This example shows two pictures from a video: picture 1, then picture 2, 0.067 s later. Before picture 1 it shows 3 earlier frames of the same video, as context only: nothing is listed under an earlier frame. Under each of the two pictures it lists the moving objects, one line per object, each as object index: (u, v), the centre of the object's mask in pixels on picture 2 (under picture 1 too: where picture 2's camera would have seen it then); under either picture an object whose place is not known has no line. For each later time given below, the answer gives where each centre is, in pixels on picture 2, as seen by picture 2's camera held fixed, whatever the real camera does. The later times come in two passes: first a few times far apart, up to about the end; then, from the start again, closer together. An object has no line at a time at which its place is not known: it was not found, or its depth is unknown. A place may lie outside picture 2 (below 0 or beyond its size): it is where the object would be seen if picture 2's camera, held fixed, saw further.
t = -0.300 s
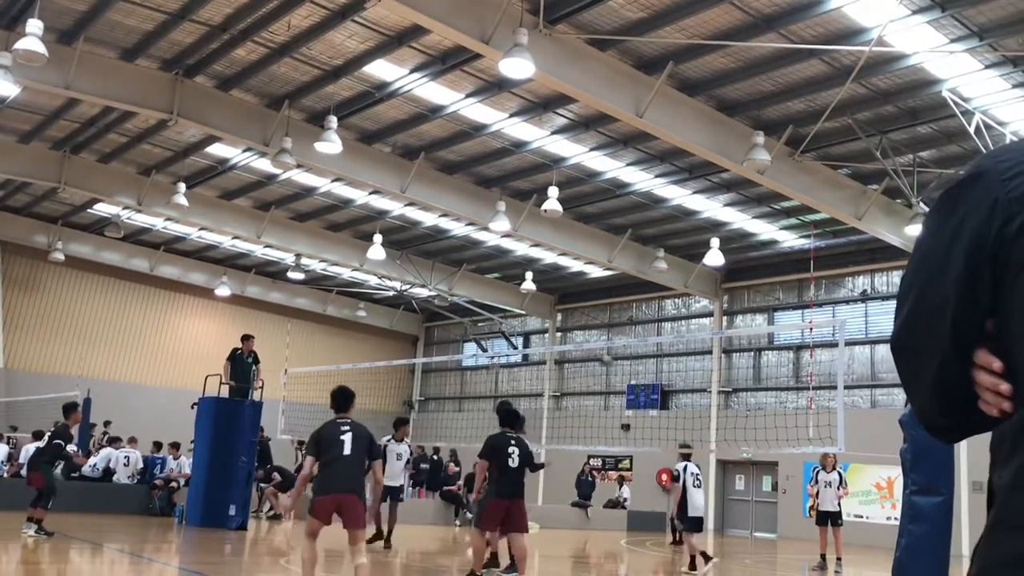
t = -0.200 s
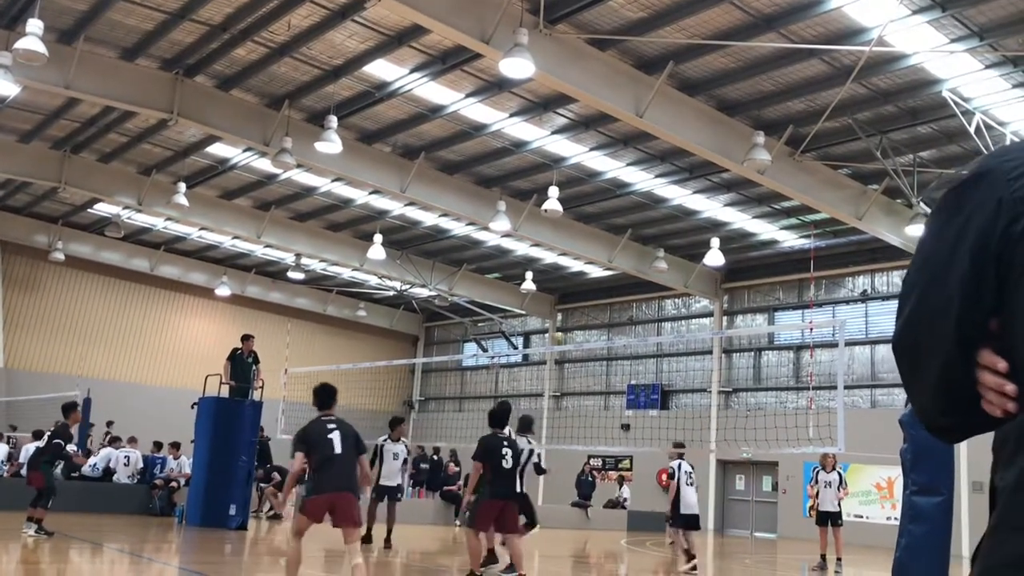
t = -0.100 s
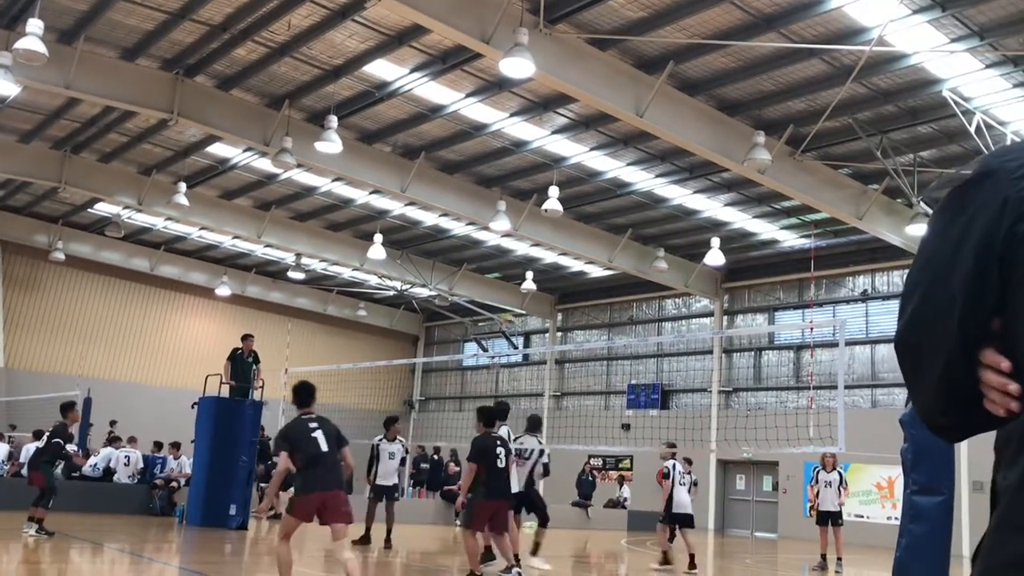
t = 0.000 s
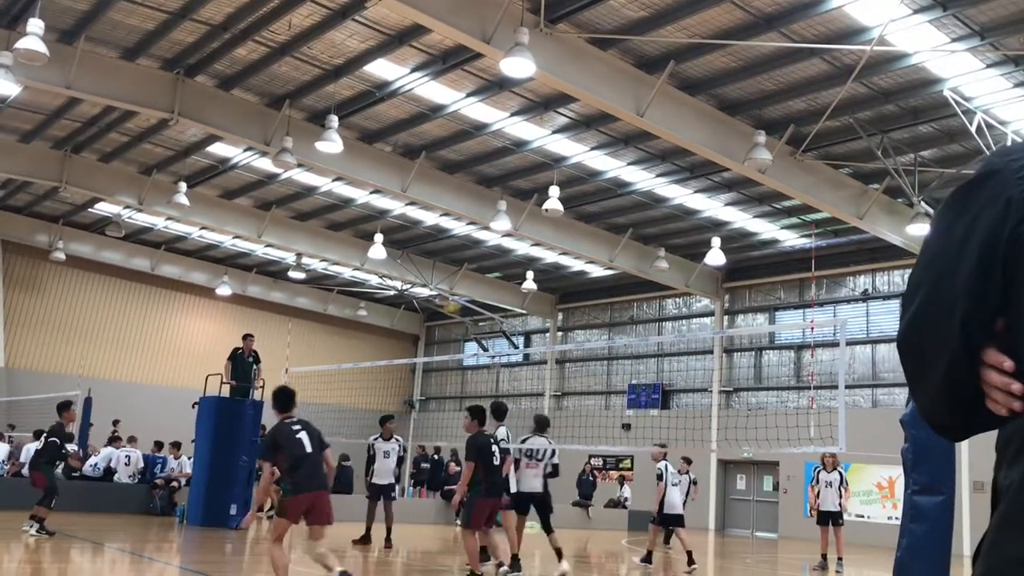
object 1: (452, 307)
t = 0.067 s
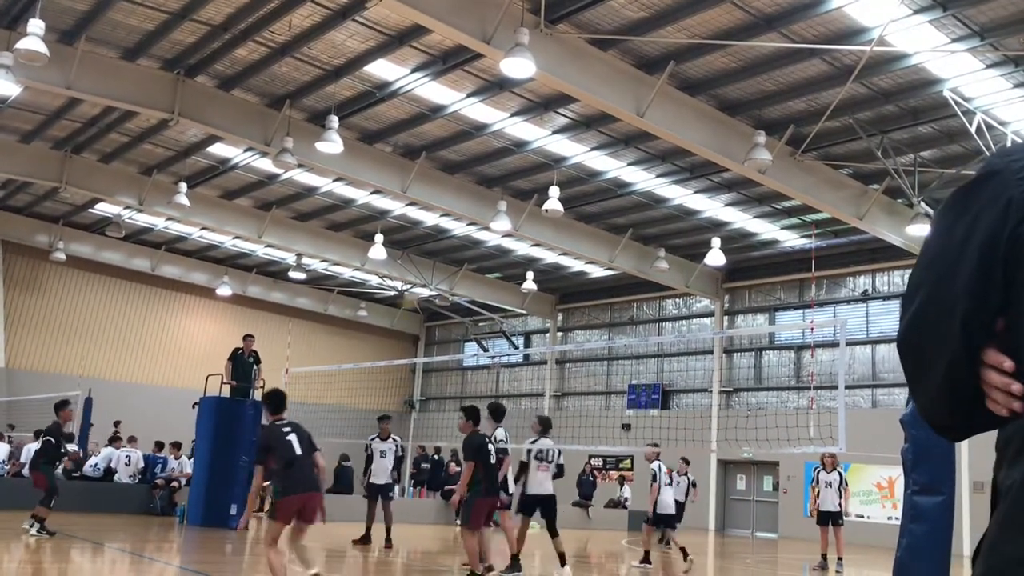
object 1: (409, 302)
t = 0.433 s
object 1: (99, 323)
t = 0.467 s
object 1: (63, 329)
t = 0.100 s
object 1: (387, 299)
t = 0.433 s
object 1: (99, 323)
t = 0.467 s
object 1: (63, 329)
